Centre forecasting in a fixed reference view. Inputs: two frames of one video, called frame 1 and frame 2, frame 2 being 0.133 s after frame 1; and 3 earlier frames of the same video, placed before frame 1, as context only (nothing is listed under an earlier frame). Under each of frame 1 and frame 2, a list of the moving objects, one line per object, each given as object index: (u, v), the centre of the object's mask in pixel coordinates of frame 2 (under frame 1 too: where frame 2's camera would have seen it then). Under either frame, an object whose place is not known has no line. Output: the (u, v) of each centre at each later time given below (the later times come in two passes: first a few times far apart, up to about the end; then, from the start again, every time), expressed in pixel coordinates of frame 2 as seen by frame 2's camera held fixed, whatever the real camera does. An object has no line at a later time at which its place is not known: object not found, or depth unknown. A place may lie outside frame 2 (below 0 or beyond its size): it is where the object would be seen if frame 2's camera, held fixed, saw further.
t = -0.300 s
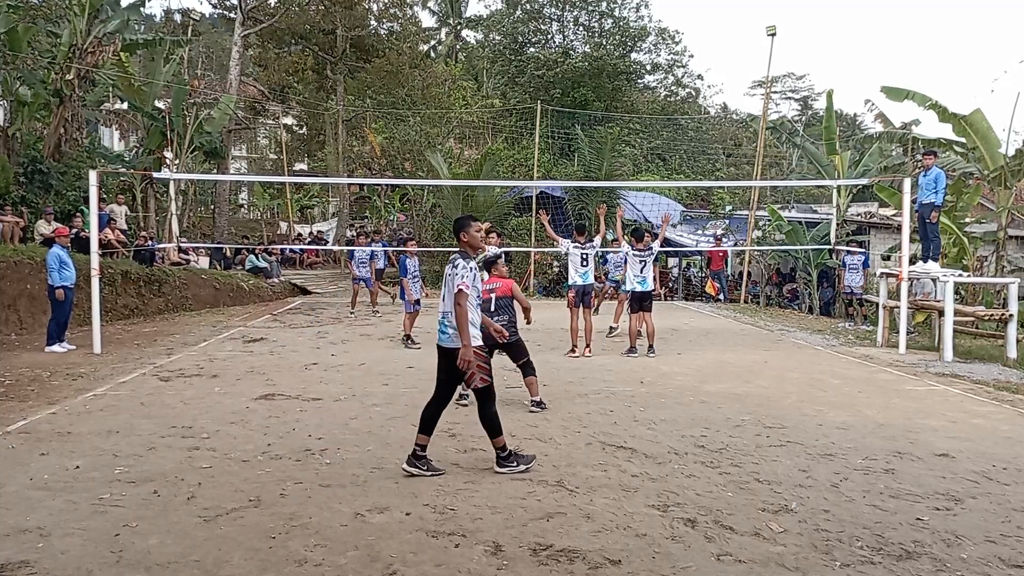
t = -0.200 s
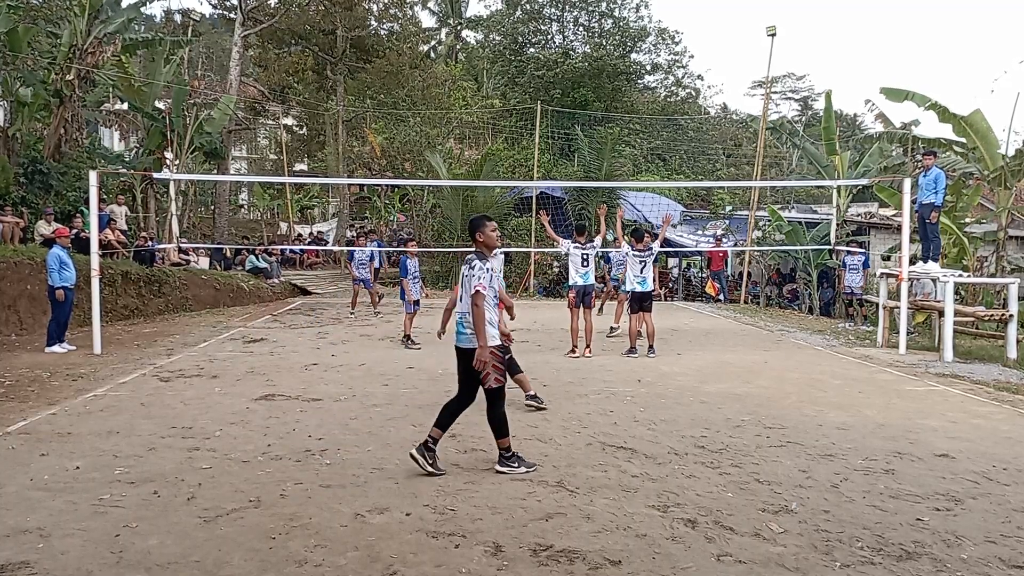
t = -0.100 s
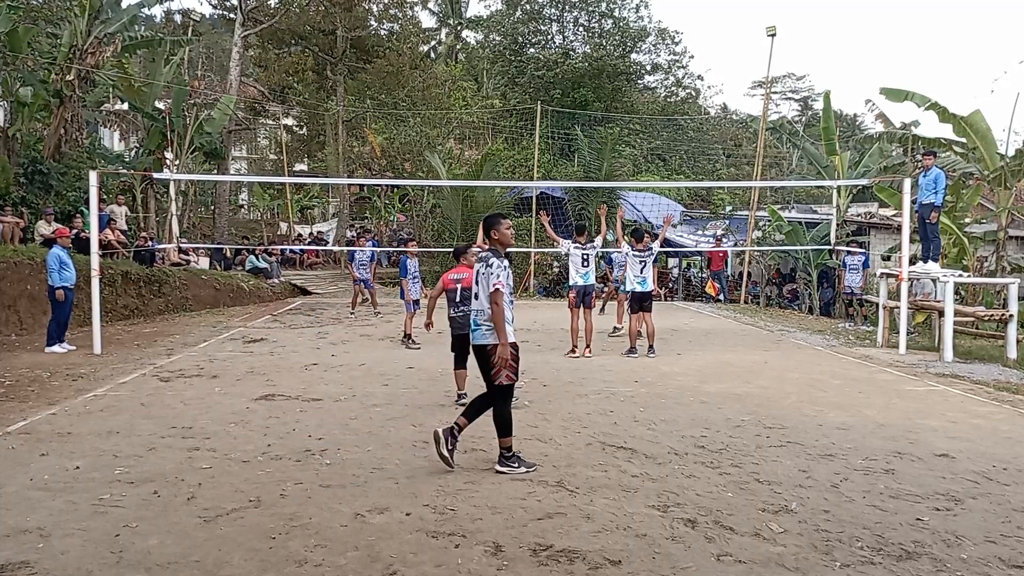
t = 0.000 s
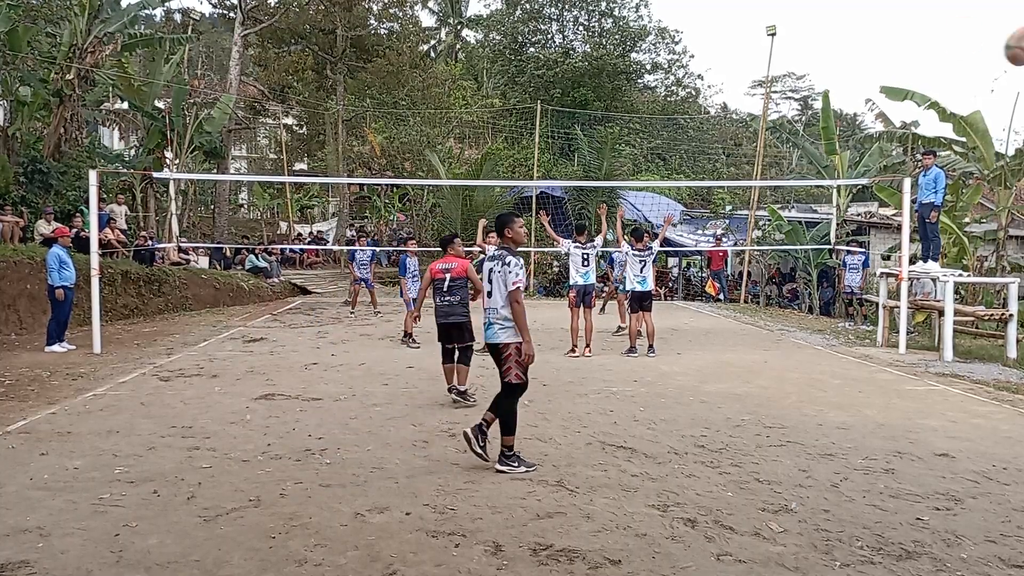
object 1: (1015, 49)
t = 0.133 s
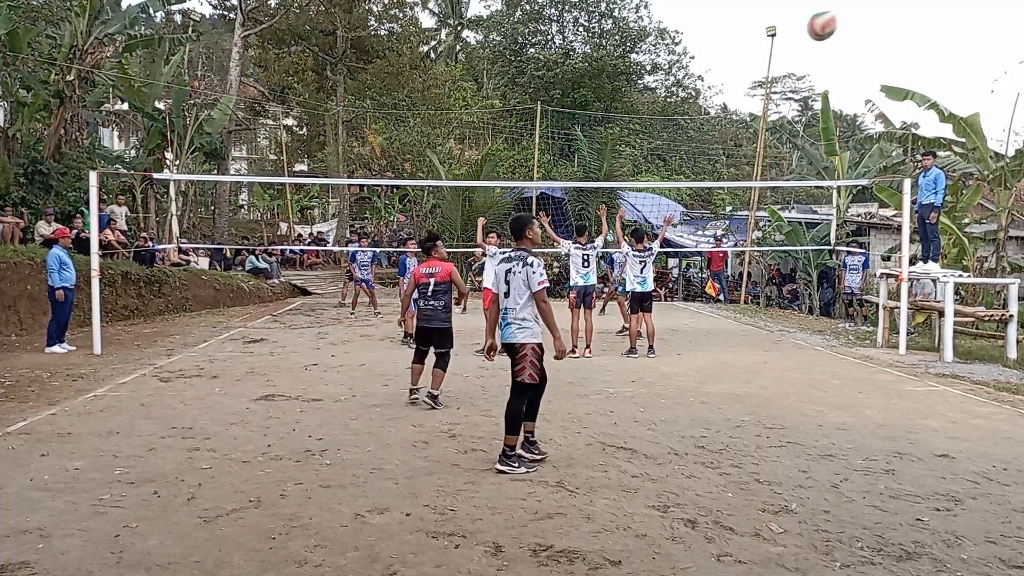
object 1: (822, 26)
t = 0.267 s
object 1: (705, 30)
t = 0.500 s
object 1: (590, 68)
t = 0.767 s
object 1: (520, 132)
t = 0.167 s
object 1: (787, 25)
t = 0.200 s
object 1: (756, 26)
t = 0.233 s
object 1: (729, 28)
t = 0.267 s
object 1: (705, 30)
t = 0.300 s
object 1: (683, 35)
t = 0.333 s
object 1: (664, 38)
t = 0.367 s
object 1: (647, 42)
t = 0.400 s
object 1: (630, 48)
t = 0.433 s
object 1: (616, 54)
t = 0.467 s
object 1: (603, 61)
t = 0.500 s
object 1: (590, 68)
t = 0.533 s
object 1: (579, 75)
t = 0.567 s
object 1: (569, 83)
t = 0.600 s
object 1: (559, 90)
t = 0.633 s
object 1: (550, 98)
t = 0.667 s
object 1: (542, 107)
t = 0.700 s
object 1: (534, 115)
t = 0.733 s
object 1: (527, 124)
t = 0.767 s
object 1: (520, 132)
